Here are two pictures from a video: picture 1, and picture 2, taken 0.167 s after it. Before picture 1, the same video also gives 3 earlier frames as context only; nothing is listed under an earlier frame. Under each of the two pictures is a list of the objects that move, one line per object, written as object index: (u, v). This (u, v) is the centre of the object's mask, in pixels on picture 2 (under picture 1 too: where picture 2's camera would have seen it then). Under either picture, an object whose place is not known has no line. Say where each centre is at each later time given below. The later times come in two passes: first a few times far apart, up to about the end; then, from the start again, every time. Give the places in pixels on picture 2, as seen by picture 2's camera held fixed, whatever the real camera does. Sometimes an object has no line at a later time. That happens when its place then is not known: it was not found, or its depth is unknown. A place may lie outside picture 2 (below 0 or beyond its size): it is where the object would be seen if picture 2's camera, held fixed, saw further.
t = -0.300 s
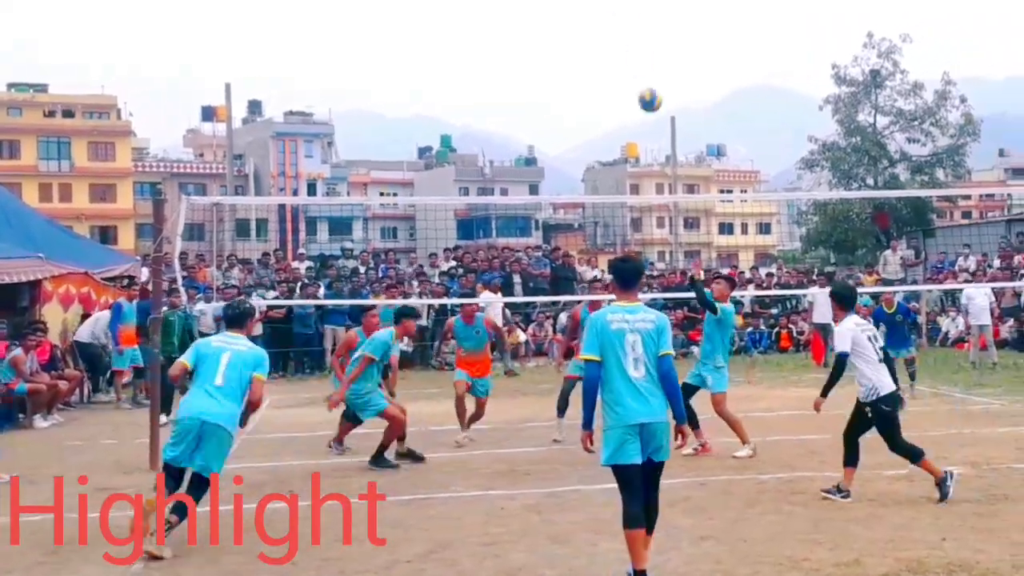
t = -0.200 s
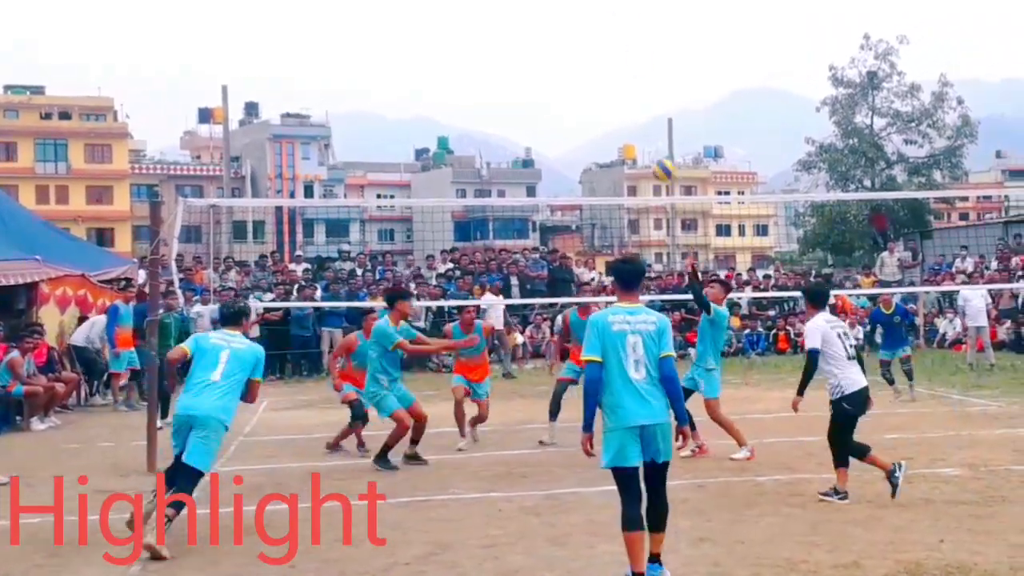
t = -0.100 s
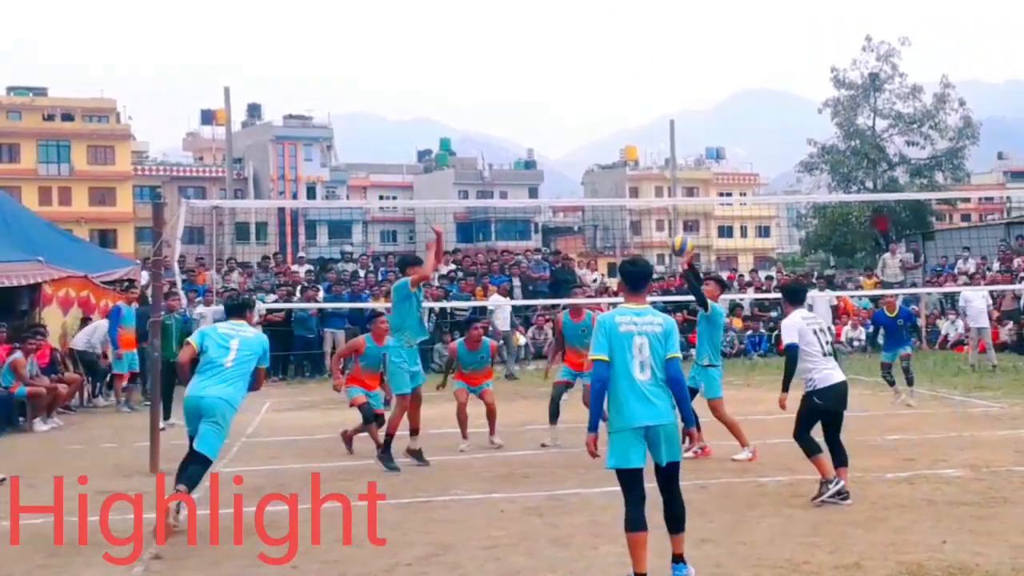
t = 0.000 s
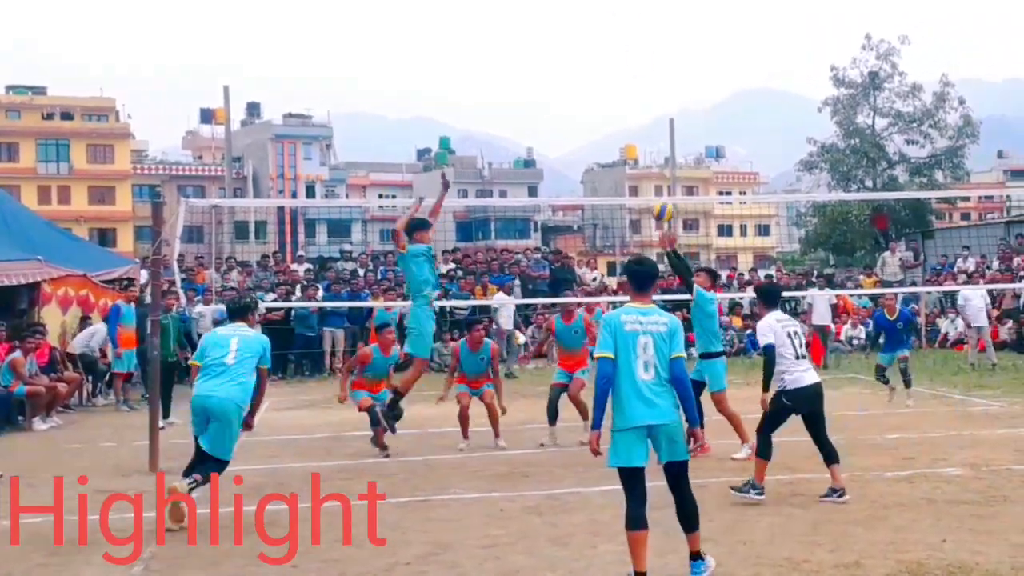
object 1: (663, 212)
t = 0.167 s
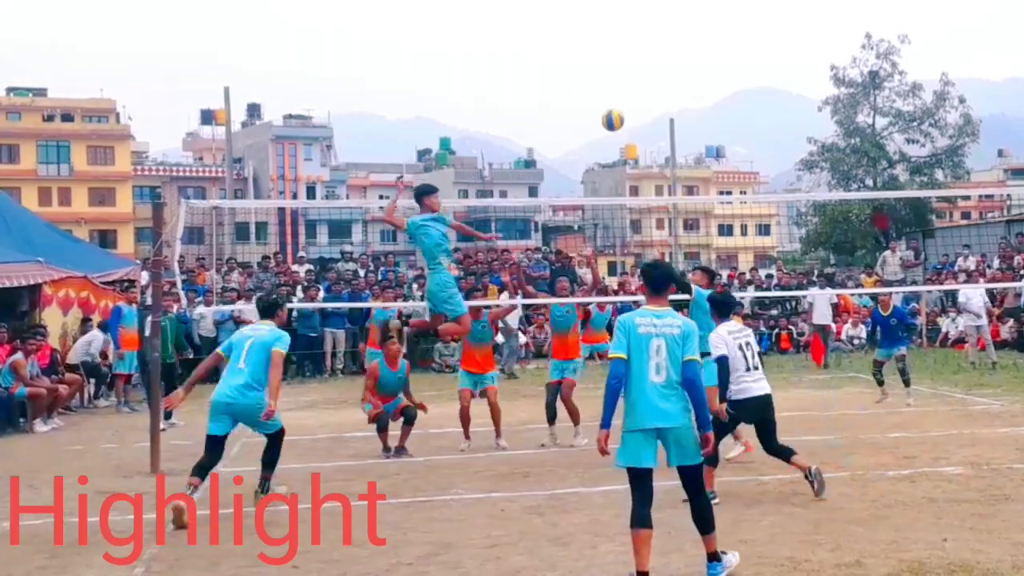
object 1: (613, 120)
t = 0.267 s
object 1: (582, 80)
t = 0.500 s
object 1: (513, 28)
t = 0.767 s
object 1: (437, 45)
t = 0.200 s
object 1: (603, 105)
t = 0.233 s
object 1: (592, 92)
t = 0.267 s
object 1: (582, 80)
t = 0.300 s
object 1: (572, 69)
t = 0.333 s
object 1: (562, 59)
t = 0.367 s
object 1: (552, 51)
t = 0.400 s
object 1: (542, 43)
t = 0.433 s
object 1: (533, 37)
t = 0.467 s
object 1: (523, 32)
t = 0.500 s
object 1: (513, 28)
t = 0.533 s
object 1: (504, 26)
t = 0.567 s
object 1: (494, 25)
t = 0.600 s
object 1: (484, 25)
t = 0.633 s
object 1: (475, 27)
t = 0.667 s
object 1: (465, 30)
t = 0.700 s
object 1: (455, 34)
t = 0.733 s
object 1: (446, 39)
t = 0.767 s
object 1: (437, 45)
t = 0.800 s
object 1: (427, 53)
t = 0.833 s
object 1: (417, 62)
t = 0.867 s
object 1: (408, 72)
